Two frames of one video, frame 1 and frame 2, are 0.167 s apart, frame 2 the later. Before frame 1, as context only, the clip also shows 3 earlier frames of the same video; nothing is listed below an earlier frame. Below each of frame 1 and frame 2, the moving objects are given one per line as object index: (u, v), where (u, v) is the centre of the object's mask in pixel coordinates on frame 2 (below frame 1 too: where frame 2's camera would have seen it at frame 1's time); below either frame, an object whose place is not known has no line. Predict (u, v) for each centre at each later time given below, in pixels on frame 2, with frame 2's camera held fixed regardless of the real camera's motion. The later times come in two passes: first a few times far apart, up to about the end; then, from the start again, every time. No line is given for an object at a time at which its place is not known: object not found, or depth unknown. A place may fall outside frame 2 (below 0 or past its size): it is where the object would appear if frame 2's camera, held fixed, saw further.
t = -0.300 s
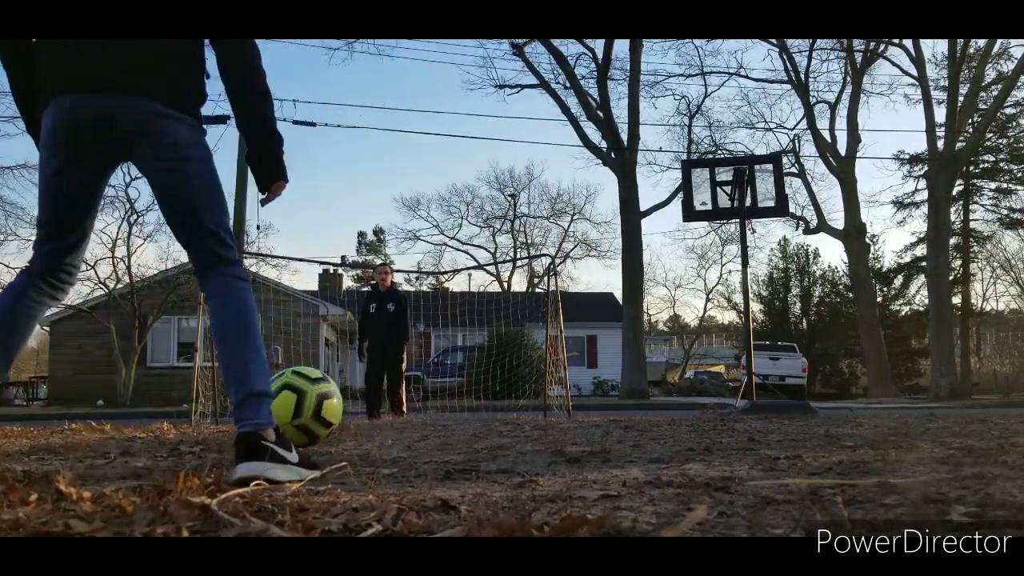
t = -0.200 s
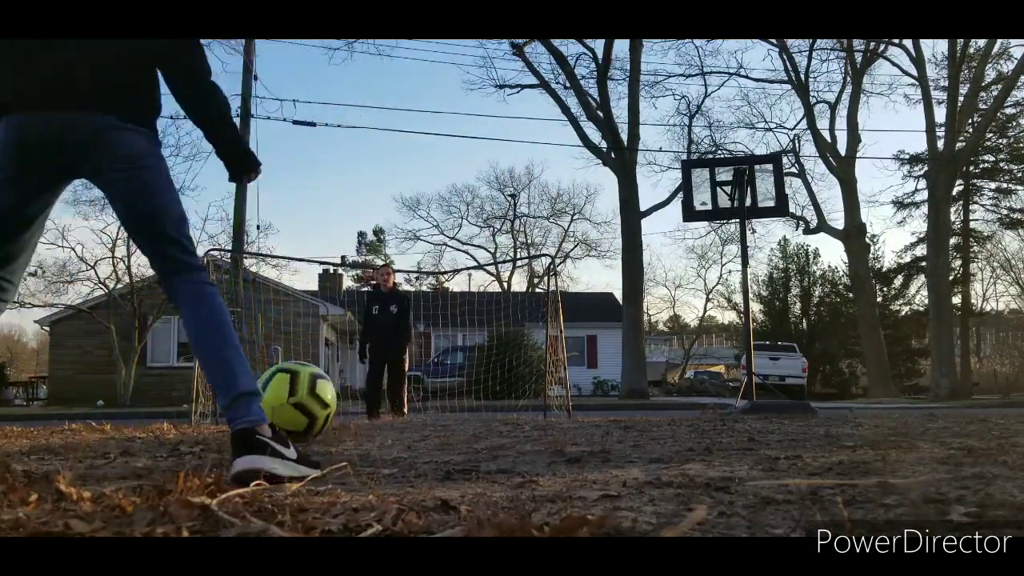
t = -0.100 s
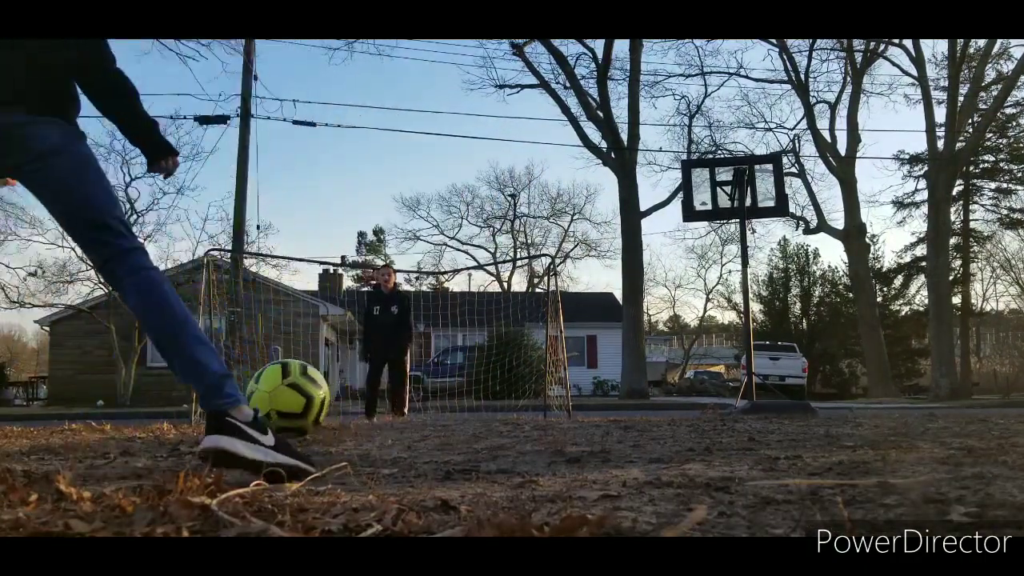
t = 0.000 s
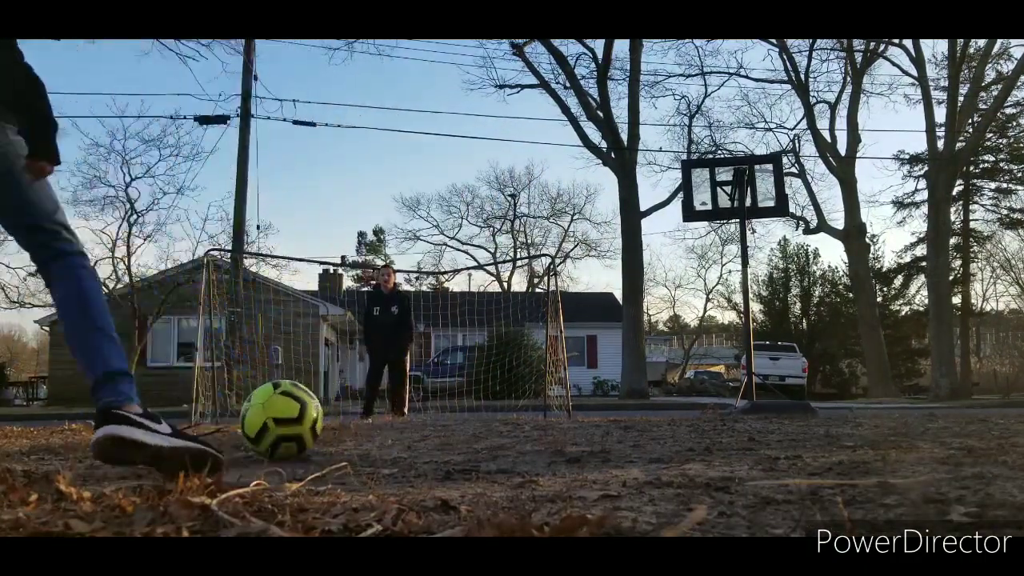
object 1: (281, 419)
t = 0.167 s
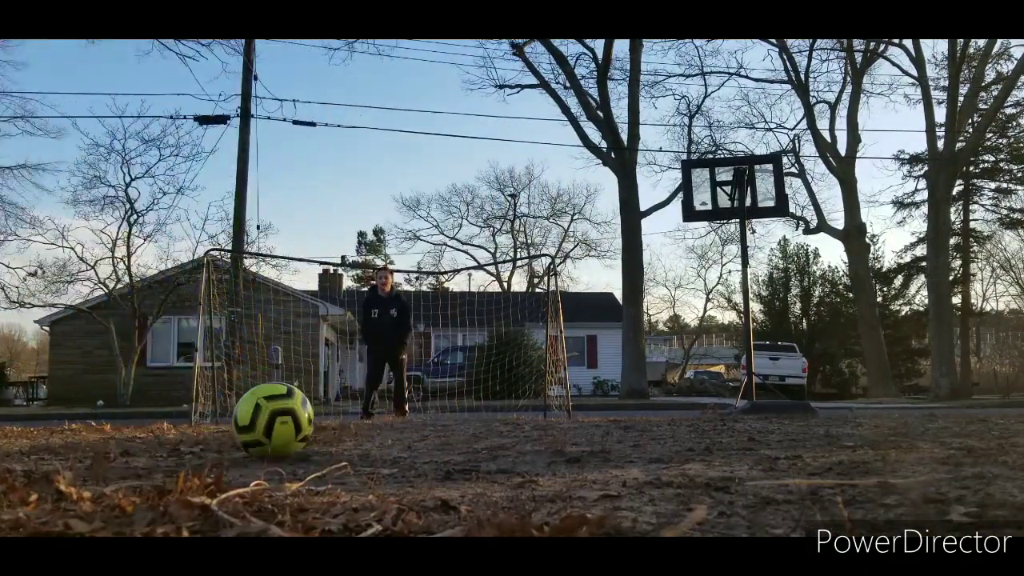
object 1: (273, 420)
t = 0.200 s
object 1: (271, 417)
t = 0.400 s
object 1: (260, 418)
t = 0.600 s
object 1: (246, 421)
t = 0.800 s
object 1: (230, 420)
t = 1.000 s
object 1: (216, 420)
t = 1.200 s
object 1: (201, 419)
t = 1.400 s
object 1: (182, 419)
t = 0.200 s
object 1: (271, 417)
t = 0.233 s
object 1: (270, 418)
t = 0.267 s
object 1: (268, 419)
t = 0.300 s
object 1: (266, 417)
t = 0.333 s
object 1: (263, 419)
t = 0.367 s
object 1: (262, 419)
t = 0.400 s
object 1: (260, 418)
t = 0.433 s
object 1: (258, 418)
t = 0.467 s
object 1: (256, 420)
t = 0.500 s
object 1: (254, 420)
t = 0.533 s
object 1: (251, 420)
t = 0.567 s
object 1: (249, 420)
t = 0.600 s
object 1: (246, 421)
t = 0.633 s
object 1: (243, 421)
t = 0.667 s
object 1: (241, 421)
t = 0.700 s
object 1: (239, 420)
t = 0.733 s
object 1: (236, 419)
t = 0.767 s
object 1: (233, 420)
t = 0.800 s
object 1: (230, 420)
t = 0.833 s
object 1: (227, 420)
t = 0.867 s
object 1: (224, 419)
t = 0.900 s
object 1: (222, 418)
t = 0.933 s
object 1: (220, 420)
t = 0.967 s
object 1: (217, 420)
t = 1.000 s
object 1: (216, 420)
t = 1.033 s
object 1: (213, 420)
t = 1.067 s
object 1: (211, 419)
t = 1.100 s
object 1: (209, 418)
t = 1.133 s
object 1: (207, 418)
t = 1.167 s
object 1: (204, 419)
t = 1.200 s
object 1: (201, 419)
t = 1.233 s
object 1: (198, 420)
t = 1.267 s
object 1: (195, 420)
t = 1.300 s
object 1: (191, 420)
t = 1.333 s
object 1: (188, 419)
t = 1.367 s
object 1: (185, 419)
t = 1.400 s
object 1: (182, 419)
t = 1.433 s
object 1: (180, 418)
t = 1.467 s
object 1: (178, 418)
